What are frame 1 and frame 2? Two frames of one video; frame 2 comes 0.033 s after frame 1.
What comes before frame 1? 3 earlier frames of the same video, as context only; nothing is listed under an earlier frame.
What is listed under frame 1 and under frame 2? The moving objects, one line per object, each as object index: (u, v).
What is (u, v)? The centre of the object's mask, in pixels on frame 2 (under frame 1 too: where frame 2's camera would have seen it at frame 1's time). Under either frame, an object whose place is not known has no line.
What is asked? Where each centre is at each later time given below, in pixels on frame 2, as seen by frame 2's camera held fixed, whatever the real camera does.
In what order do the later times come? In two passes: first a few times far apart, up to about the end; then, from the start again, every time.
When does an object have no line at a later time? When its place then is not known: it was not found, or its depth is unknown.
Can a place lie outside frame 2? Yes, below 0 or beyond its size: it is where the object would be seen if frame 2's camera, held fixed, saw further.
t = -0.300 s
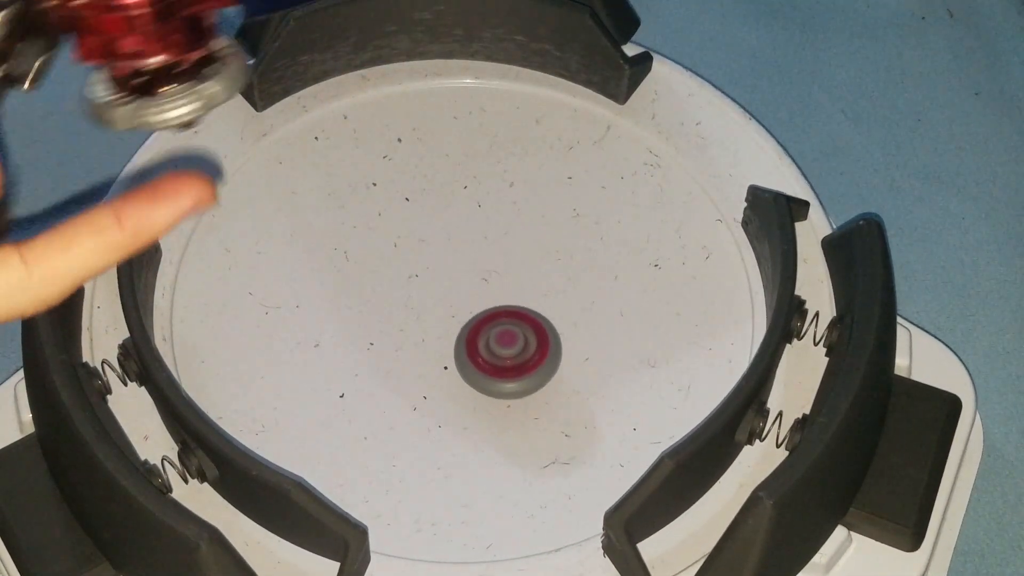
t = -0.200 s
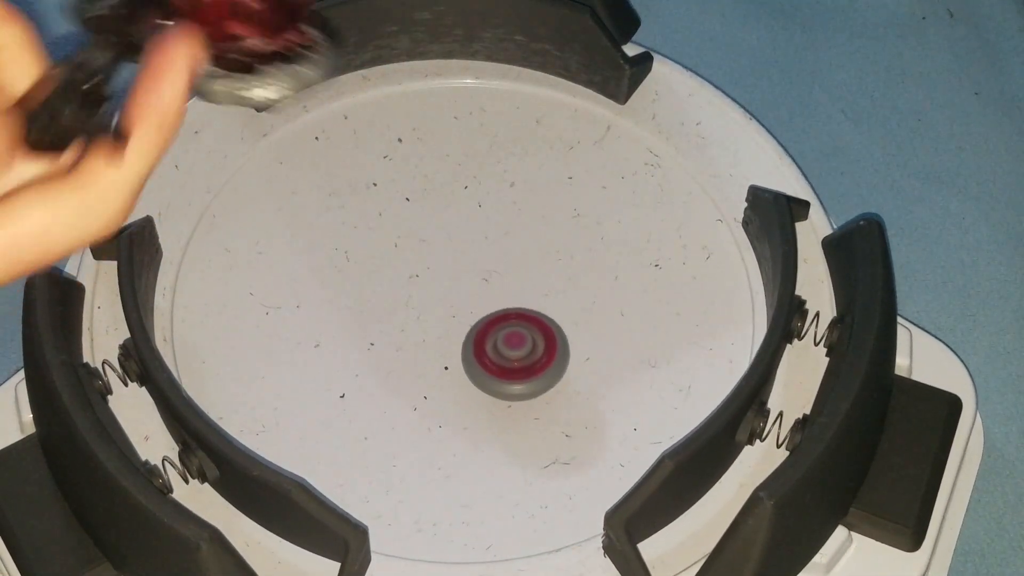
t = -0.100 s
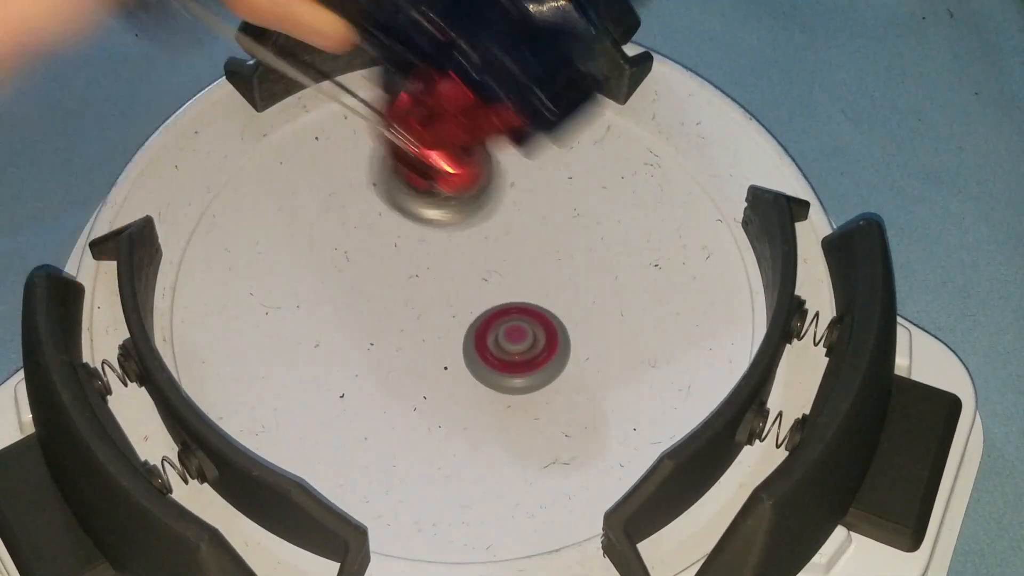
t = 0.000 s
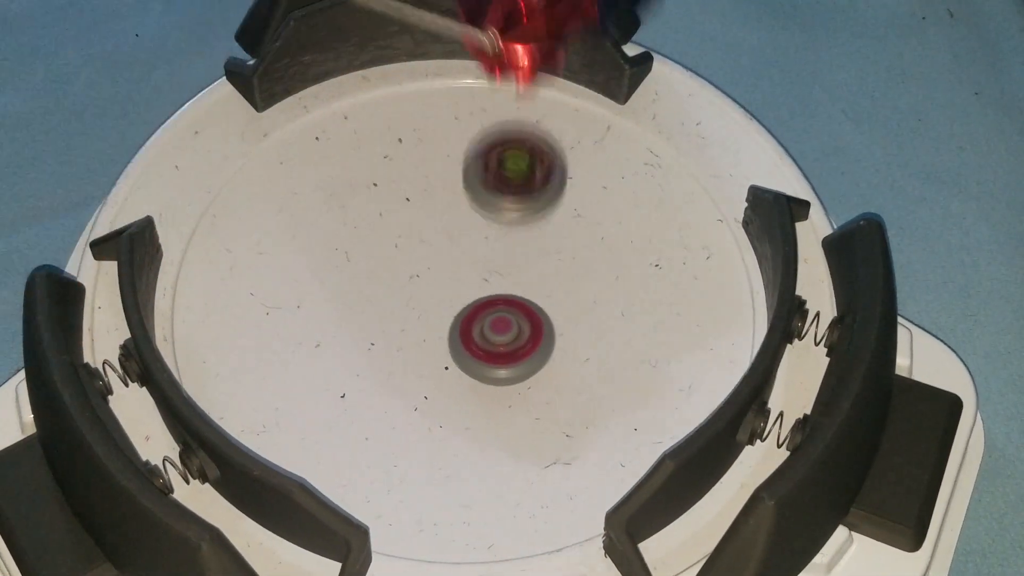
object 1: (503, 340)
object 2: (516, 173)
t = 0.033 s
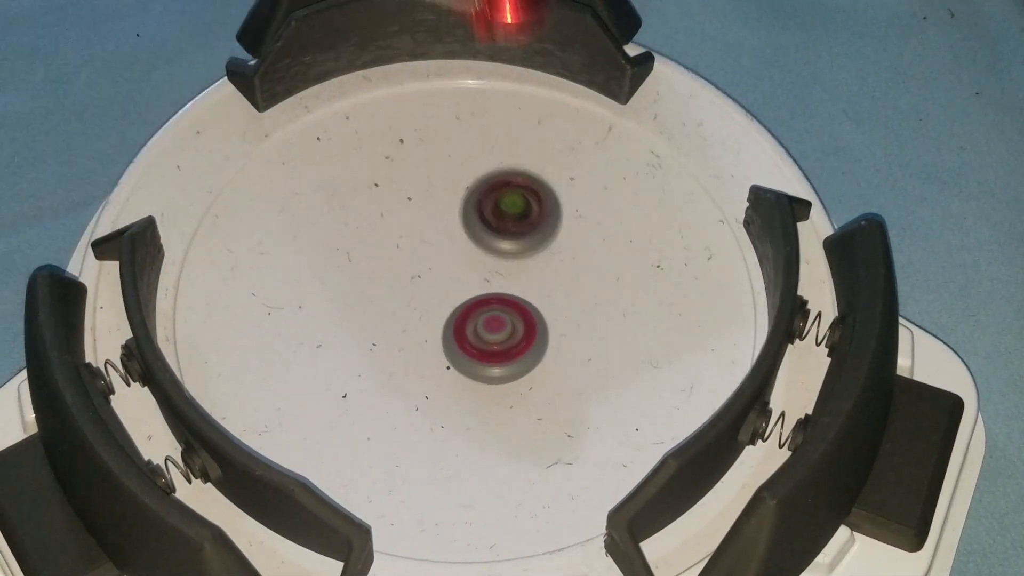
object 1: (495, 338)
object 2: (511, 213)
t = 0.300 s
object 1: (444, 368)
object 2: (417, 277)
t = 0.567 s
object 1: (468, 401)
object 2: (453, 293)
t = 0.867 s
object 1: (474, 356)
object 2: (510, 247)
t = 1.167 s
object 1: (404, 350)
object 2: (472, 258)
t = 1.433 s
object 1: (375, 376)
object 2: (464, 292)
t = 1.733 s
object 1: (361, 400)
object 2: (541, 266)
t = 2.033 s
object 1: (386, 415)
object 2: (452, 171)
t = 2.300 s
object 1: (462, 371)
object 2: (322, 376)
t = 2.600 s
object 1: (462, 299)
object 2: (588, 438)
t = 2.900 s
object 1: (447, 262)
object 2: (579, 181)
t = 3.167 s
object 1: (439, 249)
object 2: (282, 264)
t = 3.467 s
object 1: (438, 252)
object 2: (484, 511)
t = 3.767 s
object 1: (461, 284)
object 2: (648, 255)
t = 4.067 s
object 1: (499, 303)
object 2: (311, 190)
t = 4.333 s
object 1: (521, 311)
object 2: (304, 444)
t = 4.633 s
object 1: (522, 307)
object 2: (636, 366)
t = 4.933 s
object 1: (479, 319)
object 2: (449, 138)
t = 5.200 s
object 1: (443, 342)
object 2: (225, 294)
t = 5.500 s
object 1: (428, 368)
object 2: (522, 456)
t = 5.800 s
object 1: (440, 362)
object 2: (598, 184)
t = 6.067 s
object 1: (436, 325)
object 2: (322, 154)
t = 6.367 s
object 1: (409, 291)
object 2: (361, 437)
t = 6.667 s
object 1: (390, 288)
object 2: (664, 308)
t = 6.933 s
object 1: (419, 297)
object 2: (493, 131)
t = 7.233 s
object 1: (465, 281)
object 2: (284, 326)
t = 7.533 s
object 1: (486, 260)
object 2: (588, 441)
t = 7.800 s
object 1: (481, 259)
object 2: (628, 213)
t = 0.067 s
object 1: (488, 338)
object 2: (496, 197)
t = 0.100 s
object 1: (480, 340)
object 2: (480, 195)
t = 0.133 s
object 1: (473, 343)
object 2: (464, 208)
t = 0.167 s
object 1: (466, 345)
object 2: (447, 237)
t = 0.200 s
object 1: (459, 349)
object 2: (439, 240)
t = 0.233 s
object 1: (453, 352)
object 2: (429, 258)
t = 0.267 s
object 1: (448, 362)
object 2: (420, 273)
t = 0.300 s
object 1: (444, 368)
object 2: (417, 277)
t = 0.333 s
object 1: (443, 376)
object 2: (416, 285)
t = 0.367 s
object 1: (444, 388)
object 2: (417, 281)
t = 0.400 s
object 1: (446, 394)
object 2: (422, 276)
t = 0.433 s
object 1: (448, 398)
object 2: (427, 277)
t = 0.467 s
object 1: (452, 400)
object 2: (433, 281)
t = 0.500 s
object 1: (457, 401)
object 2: (439, 285)
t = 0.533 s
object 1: (462, 402)
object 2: (445, 289)
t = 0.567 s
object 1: (468, 401)
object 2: (453, 293)
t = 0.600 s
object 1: (474, 400)
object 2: (462, 296)
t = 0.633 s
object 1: (479, 398)
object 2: (469, 296)
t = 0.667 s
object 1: (484, 395)
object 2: (480, 294)
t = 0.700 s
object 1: (486, 390)
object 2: (492, 290)
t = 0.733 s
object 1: (488, 383)
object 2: (503, 284)
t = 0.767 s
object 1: (487, 376)
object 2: (510, 275)
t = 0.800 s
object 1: (484, 369)
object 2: (515, 266)
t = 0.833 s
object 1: (480, 362)
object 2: (514, 256)
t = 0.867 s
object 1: (474, 356)
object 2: (510, 247)
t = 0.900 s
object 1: (469, 350)
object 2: (502, 241)
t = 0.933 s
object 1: (462, 344)
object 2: (492, 240)
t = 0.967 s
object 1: (455, 340)
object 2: (482, 242)
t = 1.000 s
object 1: (449, 337)
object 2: (475, 248)
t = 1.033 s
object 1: (441, 338)
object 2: (472, 251)
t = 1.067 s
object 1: (429, 344)
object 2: (474, 250)
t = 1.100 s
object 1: (420, 346)
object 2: (475, 252)
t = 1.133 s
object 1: (412, 348)
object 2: (474, 255)
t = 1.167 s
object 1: (404, 350)
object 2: (472, 258)
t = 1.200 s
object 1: (398, 352)
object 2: (470, 262)
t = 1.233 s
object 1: (392, 355)
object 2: (467, 266)
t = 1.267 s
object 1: (387, 358)
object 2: (465, 271)
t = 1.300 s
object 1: (382, 361)
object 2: (463, 275)
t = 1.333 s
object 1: (379, 365)
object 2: (463, 279)
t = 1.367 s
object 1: (377, 369)
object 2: (462, 284)
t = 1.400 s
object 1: (375, 372)
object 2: (463, 288)
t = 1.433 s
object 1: (375, 376)
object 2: (464, 292)
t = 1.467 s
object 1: (377, 380)
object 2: (466, 296)
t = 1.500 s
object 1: (381, 383)
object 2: (469, 300)
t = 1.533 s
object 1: (387, 384)
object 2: (472, 302)
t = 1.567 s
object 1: (394, 384)
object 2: (476, 304)
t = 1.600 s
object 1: (401, 382)
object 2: (478, 306)
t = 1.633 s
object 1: (407, 377)
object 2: (481, 307)
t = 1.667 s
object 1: (412, 372)
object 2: (484, 308)
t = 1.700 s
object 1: (388, 385)
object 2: (509, 289)
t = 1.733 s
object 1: (361, 400)
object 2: (541, 266)
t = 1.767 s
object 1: (345, 410)
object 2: (565, 246)
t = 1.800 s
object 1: (338, 415)
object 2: (578, 227)
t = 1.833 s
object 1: (339, 418)
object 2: (582, 212)
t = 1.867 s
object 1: (344, 420)
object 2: (578, 197)
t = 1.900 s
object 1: (351, 421)
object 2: (566, 185)
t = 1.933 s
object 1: (359, 421)
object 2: (548, 174)
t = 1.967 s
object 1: (368, 420)
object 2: (520, 167)
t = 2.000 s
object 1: (377, 418)
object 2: (488, 166)
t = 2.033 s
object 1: (386, 415)
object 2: (452, 171)
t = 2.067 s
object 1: (396, 410)
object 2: (418, 186)
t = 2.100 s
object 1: (404, 403)
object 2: (387, 208)
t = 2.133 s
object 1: (412, 396)
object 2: (362, 235)
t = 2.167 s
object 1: (417, 388)
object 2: (345, 268)
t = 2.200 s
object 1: (423, 380)
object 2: (337, 302)
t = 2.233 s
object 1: (436, 376)
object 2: (331, 332)
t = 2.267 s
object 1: (452, 375)
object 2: (322, 354)
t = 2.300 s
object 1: (462, 371)
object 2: (322, 376)
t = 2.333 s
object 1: (467, 364)
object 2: (330, 400)
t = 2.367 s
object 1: (470, 358)
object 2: (347, 422)
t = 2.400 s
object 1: (472, 350)
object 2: (372, 440)
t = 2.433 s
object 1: (472, 342)
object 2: (406, 454)
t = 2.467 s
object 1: (471, 334)
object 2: (444, 462)
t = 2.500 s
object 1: (470, 325)
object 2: (480, 462)
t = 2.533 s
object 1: (467, 316)
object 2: (515, 461)
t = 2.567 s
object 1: (464, 307)
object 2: (552, 452)
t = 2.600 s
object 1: (462, 299)
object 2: (588, 438)
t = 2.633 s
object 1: (460, 293)
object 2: (621, 416)
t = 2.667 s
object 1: (459, 287)
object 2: (648, 389)
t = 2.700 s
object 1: (457, 283)
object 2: (667, 357)
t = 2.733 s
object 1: (456, 279)
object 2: (674, 323)
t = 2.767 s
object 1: (454, 275)
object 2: (672, 288)
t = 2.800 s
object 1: (452, 271)
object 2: (662, 256)
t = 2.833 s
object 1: (450, 268)
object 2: (641, 226)
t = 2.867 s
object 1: (448, 265)
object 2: (614, 201)
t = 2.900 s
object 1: (447, 262)
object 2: (579, 181)
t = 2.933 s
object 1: (445, 260)
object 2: (540, 166)
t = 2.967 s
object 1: (444, 258)
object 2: (499, 160)
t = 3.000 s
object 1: (442, 256)
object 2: (456, 160)
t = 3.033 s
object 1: (441, 254)
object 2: (414, 167)
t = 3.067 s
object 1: (440, 252)
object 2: (373, 181)
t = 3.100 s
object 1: (440, 251)
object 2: (337, 203)
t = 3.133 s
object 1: (439, 250)
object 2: (306, 231)
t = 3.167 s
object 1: (439, 249)
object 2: (282, 264)
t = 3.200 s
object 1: (439, 248)
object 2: (266, 301)
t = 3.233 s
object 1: (439, 248)
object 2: (260, 340)
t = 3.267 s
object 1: (438, 247)
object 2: (264, 379)
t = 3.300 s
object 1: (437, 247)
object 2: (282, 414)
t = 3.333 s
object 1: (437, 247)
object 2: (310, 442)
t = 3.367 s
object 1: (437, 247)
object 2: (348, 471)
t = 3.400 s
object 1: (437, 248)
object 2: (387, 497)
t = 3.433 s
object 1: (437, 249)
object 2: (435, 512)
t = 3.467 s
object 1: (438, 252)
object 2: (484, 511)
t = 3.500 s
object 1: (438, 254)
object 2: (533, 503)
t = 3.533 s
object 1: (440, 257)
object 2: (572, 484)
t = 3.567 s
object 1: (441, 260)
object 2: (607, 456)
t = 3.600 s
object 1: (444, 264)
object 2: (638, 426)
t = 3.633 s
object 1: (446, 268)
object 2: (662, 394)
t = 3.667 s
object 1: (449, 272)
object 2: (674, 360)
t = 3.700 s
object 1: (453, 276)
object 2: (675, 324)
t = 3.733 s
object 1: (457, 280)
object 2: (665, 288)
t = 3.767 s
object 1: (461, 284)
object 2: (648, 255)
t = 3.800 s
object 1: (466, 287)
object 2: (623, 226)
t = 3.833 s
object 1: (470, 290)
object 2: (592, 201)
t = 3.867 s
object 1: (474, 293)
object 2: (556, 181)
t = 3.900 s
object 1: (479, 295)
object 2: (515, 167)
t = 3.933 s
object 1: (484, 297)
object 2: (474, 158)
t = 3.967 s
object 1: (488, 299)
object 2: (432, 157)
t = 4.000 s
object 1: (492, 301)
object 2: (388, 162)
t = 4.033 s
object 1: (496, 302)
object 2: (347, 173)
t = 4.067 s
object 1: (499, 303)
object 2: (311, 190)
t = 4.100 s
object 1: (502, 304)
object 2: (278, 213)
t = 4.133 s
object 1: (505, 305)
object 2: (252, 241)
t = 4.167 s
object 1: (507, 306)
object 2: (232, 275)
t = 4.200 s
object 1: (510, 307)
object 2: (221, 312)
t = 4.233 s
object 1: (512, 308)
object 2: (223, 349)
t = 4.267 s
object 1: (515, 309)
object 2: (243, 384)
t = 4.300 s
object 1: (518, 310)
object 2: (270, 415)
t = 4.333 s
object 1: (521, 311)
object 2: (304, 444)
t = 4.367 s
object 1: (523, 311)
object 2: (342, 467)
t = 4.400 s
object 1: (524, 310)
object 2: (384, 488)
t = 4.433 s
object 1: (526, 310)
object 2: (430, 495)
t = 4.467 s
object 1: (527, 309)
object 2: (480, 490)
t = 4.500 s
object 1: (527, 309)
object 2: (524, 477)
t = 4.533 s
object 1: (526, 308)
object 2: (563, 457)
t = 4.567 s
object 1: (525, 308)
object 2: (596, 429)
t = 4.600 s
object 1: (524, 307)
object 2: (621, 399)
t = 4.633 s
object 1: (522, 307)
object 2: (636, 366)
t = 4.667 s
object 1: (518, 307)
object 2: (642, 330)
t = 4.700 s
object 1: (514, 308)
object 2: (639, 296)
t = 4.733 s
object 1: (510, 309)
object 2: (629, 262)
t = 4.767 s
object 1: (505, 310)
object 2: (611, 230)
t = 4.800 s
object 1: (500, 311)
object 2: (588, 202)
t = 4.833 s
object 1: (495, 313)
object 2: (559, 178)
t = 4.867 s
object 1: (490, 315)
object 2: (526, 160)
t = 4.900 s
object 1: (484, 317)
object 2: (488, 146)
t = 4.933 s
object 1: (479, 319)
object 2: (449, 138)
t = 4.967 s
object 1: (474, 321)
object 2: (410, 137)
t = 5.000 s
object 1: (469, 324)
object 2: (370, 141)
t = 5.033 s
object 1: (464, 326)
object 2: (332, 152)
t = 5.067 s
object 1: (459, 329)
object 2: (298, 170)
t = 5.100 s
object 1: (455, 332)
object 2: (268, 194)
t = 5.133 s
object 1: (450, 335)
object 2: (246, 223)
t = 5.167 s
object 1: (447, 339)
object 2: (232, 257)
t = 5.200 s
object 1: (443, 342)
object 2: (225, 294)
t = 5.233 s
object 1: (440, 345)
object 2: (228, 332)
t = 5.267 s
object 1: (437, 349)
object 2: (242, 369)
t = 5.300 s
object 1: (434, 352)
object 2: (266, 401)
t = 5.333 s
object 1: (432, 355)
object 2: (299, 428)
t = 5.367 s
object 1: (430, 358)
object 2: (340, 452)
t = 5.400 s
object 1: (428, 361)
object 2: (382, 468)
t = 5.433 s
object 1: (427, 364)
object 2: (431, 472)
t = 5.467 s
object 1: (427, 366)
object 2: (478, 468)
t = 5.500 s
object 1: (428, 368)
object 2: (522, 456)
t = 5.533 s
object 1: (428, 369)
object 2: (562, 435)
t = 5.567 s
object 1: (429, 370)
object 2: (595, 410)
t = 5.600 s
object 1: (430, 370)
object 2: (619, 379)
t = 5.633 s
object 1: (431, 371)
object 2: (636, 347)
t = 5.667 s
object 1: (433, 370)
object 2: (643, 312)
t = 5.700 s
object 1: (435, 369)
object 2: (643, 277)
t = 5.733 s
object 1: (437, 367)
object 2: (636, 244)
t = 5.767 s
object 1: (439, 365)
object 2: (621, 213)
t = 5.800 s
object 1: (440, 362)
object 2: (598, 184)
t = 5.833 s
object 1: (442, 358)
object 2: (572, 161)
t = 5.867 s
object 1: (442, 354)
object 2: (540, 142)
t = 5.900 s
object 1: (443, 349)
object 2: (505, 128)
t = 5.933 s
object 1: (442, 344)
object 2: (469, 121)
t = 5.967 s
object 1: (442, 339)
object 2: (431, 119)
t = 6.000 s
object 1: (440, 335)
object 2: (393, 124)
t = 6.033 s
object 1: (438, 330)
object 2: (356, 135)
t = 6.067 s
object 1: (436, 325)
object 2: (322, 154)
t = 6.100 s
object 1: (434, 320)
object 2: (294, 178)
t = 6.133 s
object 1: (432, 315)
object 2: (272, 207)
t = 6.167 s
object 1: (429, 311)
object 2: (257, 240)
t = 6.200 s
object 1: (426, 307)
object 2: (252, 278)
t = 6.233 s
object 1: (423, 303)
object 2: (256, 314)
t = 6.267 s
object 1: (420, 299)
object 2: (269, 352)
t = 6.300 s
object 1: (416, 296)
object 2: (292, 386)
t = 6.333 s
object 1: (413, 293)
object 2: (323, 415)
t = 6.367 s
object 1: (409, 291)
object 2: (361, 437)
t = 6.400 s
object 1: (406, 289)
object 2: (405, 452)
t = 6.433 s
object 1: (403, 287)
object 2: (453, 458)
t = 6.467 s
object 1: (400, 286)
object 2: (498, 455)
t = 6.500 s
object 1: (397, 286)
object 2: (543, 444)
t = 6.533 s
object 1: (395, 285)
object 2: (581, 426)
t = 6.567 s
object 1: (393, 286)
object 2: (614, 401)
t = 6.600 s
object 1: (391, 286)
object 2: (639, 373)
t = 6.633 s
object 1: (390, 287)
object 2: (656, 342)
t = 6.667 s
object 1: (390, 288)
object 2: (664, 308)
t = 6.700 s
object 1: (391, 290)
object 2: (665, 275)
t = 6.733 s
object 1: (393, 292)
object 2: (658, 244)
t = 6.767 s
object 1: (396, 293)
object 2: (643, 214)
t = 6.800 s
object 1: (399, 295)
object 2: (622, 188)
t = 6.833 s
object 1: (403, 296)
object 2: (596, 166)
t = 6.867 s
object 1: (408, 296)
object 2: (564, 148)
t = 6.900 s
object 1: (413, 297)
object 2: (530, 137)
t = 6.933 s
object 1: (419, 297)
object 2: (493, 131)
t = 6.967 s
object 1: (425, 296)
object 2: (456, 131)
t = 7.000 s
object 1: (430, 296)
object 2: (418, 137)
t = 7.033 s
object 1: (436, 295)
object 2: (383, 150)
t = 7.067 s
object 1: (441, 293)
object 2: (352, 169)
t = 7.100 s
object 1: (446, 291)
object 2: (324, 193)
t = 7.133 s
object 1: (452, 289)
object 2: (302, 222)
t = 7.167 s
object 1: (456, 286)
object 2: (288, 255)
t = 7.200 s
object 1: (461, 284)
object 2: (282, 290)
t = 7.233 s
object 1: (465, 281)
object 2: (284, 326)
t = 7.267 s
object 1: (469, 279)
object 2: (296, 362)
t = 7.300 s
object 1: (473, 276)
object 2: (317, 395)
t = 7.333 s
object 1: (476, 273)
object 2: (344, 423)
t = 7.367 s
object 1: (479, 271)
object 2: (379, 446)
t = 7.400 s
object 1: (481, 268)
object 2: (421, 461)
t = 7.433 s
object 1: (484, 266)
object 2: (464, 468)
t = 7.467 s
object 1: (485, 263)
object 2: (507, 466)
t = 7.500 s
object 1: (486, 262)
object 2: (550, 457)
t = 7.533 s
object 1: (486, 260)
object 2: (588, 441)
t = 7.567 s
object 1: (486, 259)
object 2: (619, 419)
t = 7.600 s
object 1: (487, 258)
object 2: (645, 393)
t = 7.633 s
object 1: (487, 257)
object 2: (663, 363)
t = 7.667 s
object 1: (486, 257)
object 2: (672, 331)
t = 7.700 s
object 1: (485, 257)
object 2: (672, 299)
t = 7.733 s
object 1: (484, 257)
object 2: (665, 268)
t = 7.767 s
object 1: (483, 257)
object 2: (650, 238)
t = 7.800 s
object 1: (481, 259)
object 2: (628, 213)
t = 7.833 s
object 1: (480, 260)
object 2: (601, 191)
